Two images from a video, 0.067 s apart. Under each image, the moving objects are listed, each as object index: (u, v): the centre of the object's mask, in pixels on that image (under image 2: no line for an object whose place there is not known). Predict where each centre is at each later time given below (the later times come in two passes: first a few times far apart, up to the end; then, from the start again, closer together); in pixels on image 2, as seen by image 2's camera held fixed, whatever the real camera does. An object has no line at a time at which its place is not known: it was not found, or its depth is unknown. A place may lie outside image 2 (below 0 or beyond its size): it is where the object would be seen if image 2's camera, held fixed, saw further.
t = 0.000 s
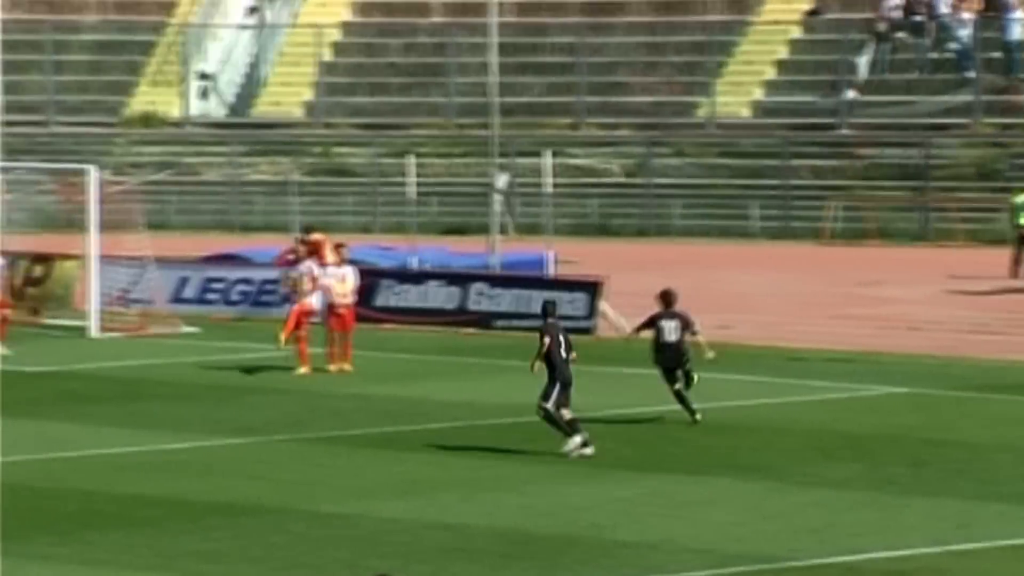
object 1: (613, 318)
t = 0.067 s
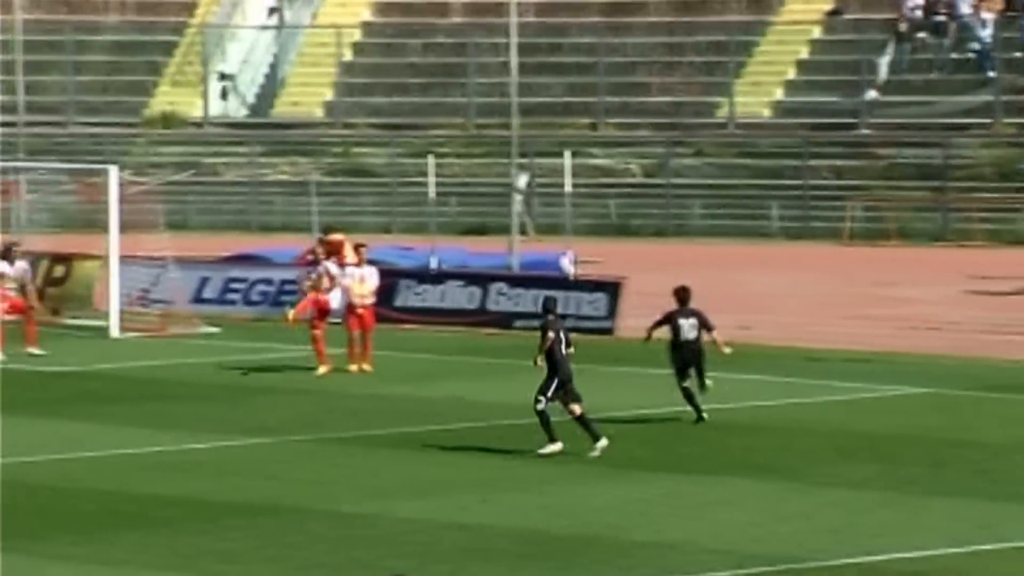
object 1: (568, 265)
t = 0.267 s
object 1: (377, 156)
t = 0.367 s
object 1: (283, 115)
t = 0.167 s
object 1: (469, 203)
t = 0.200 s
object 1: (435, 184)
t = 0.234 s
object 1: (410, 169)
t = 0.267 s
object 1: (377, 156)
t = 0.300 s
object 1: (344, 139)
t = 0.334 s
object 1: (318, 127)
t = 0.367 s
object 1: (283, 115)
